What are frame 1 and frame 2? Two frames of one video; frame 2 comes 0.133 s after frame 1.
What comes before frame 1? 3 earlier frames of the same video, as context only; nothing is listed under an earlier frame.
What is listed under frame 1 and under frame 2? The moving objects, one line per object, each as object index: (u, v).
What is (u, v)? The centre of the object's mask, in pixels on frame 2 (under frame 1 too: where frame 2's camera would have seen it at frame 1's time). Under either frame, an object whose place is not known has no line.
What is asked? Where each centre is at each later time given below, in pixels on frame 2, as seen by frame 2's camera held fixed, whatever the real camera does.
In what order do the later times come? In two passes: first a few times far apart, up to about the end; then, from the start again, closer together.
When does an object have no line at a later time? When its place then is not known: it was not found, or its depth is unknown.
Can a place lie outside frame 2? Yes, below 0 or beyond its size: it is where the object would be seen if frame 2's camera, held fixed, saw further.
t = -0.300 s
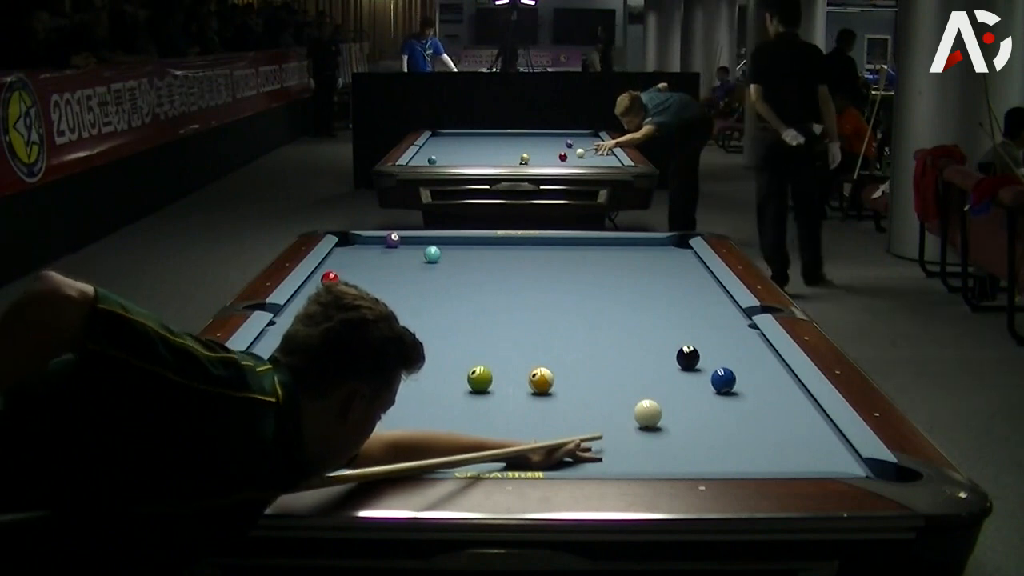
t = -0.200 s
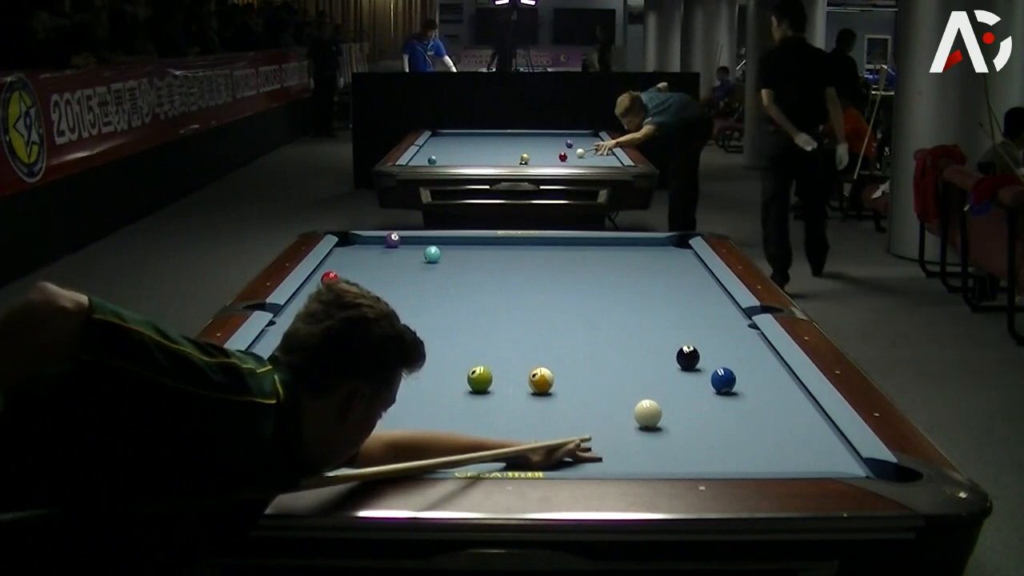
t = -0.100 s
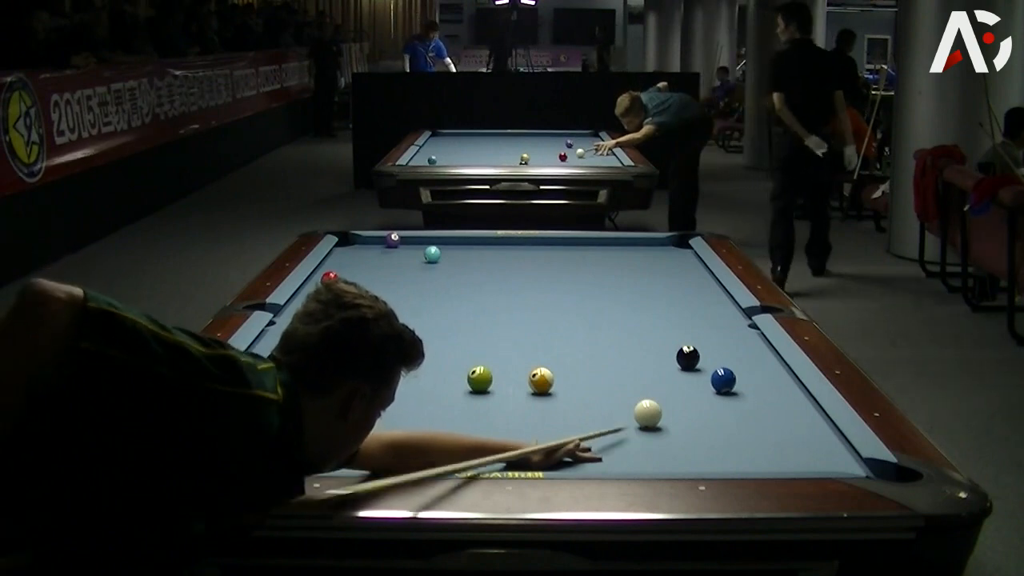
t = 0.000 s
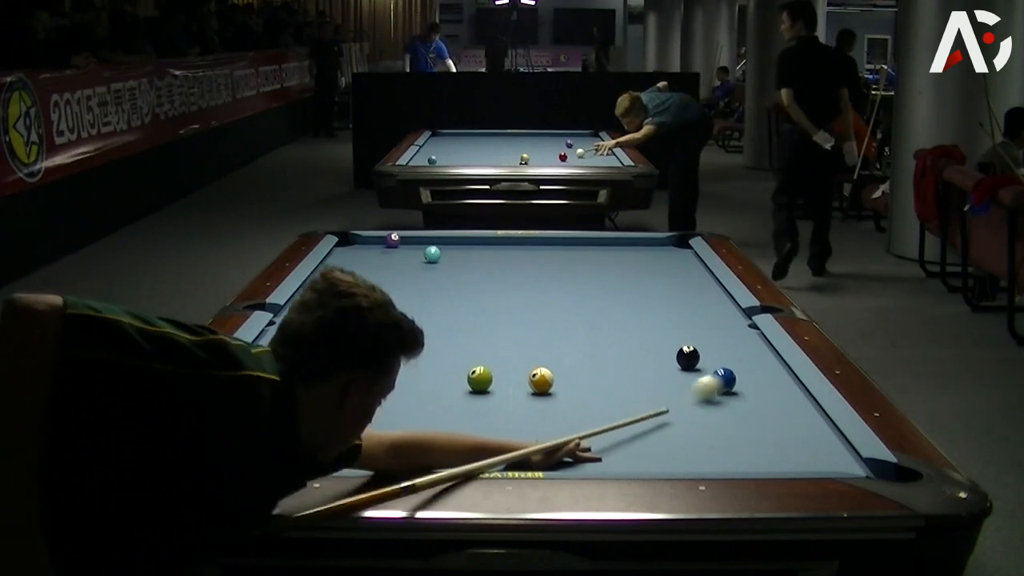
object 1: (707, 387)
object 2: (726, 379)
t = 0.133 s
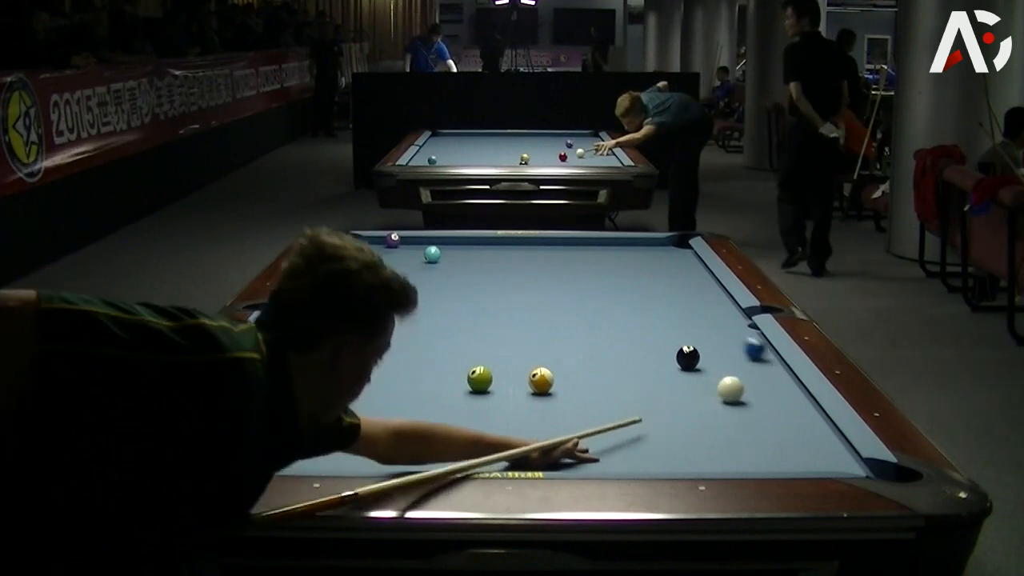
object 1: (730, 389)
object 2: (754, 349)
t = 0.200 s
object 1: (736, 391)
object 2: (719, 338)
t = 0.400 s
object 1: (747, 399)
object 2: (636, 312)
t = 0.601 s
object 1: (758, 407)
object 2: (577, 292)
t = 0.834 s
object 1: (771, 416)
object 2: (519, 272)
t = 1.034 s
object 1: (781, 424)
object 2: (476, 257)
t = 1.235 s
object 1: (792, 431)
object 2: (440, 243)
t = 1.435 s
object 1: (802, 438)
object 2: (401, 245)
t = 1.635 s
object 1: (812, 445)
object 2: (359, 251)
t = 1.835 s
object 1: (822, 451)
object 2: (341, 257)
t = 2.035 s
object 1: (830, 456)
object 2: (356, 265)
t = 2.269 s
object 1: (840, 460)
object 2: (373, 273)
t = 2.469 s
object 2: (388, 280)
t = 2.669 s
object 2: (403, 288)
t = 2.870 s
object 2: (419, 296)
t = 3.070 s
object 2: (436, 304)
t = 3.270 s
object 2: (454, 313)
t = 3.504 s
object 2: (474, 323)
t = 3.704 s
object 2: (493, 332)
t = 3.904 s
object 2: (512, 342)
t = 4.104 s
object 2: (532, 352)
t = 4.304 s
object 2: (552, 360)
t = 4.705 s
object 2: (593, 382)
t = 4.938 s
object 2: (618, 395)
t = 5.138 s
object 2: (639, 406)
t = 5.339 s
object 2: (661, 418)
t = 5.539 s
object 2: (683, 429)
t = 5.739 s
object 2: (706, 441)
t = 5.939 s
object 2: (728, 453)
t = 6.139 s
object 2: (751, 461)
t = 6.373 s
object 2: (773, 463)
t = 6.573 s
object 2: (786, 460)
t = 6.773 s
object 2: (799, 457)
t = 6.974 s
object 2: (809, 453)
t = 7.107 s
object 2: (816, 450)
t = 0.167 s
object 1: (733, 390)
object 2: (736, 343)
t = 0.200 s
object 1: (736, 391)
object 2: (719, 338)
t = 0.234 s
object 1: (737, 393)
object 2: (703, 333)
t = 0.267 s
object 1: (739, 394)
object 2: (687, 329)
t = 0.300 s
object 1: (741, 395)
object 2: (673, 324)
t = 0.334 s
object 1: (743, 397)
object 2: (660, 320)
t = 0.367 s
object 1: (745, 398)
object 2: (647, 316)
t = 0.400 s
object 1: (747, 399)
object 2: (636, 312)
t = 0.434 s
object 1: (749, 401)
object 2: (625, 309)
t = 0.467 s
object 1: (750, 402)
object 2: (614, 305)
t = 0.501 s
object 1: (752, 403)
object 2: (605, 301)
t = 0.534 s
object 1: (754, 404)
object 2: (595, 298)
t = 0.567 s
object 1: (756, 406)
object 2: (585, 295)
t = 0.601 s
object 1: (758, 407)
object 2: (577, 292)
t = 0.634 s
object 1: (760, 408)
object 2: (568, 289)
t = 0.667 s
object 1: (762, 409)
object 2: (559, 286)
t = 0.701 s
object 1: (763, 411)
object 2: (551, 283)
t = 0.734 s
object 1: (765, 412)
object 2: (543, 280)
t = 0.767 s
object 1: (767, 414)
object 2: (534, 278)
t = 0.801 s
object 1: (769, 415)
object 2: (526, 274)
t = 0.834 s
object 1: (771, 416)
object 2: (519, 272)
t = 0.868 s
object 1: (772, 417)
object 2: (511, 270)
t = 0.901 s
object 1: (774, 419)
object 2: (504, 267)
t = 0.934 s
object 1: (776, 420)
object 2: (497, 264)
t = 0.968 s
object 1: (778, 421)
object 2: (489, 262)
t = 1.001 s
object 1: (780, 423)
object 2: (483, 260)
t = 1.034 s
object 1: (781, 424)
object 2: (476, 257)
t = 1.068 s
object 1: (783, 425)
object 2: (469, 254)
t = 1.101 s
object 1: (785, 426)
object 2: (464, 252)
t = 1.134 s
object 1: (787, 428)
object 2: (457, 250)
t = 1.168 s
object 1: (788, 429)
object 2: (451, 248)
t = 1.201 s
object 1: (790, 430)
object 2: (445, 245)
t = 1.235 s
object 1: (792, 431)
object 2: (440, 243)
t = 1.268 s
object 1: (794, 432)
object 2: (434, 240)
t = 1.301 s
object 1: (795, 433)
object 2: (428, 240)
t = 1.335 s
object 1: (797, 435)
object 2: (421, 241)
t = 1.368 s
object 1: (799, 436)
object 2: (415, 243)
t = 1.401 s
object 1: (800, 437)
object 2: (407, 244)
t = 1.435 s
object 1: (802, 438)
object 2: (401, 245)
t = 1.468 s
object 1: (804, 439)
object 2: (394, 246)
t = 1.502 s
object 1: (805, 440)
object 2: (387, 247)
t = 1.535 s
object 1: (807, 441)
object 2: (380, 248)
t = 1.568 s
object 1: (808, 443)
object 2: (373, 249)
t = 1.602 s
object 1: (810, 443)
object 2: (366, 250)
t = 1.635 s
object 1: (812, 445)
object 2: (359, 251)
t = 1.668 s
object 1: (813, 446)
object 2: (353, 252)
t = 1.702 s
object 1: (815, 447)
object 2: (346, 253)
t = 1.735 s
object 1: (817, 448)
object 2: (339, 254)
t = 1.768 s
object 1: (818, 449)
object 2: (336, 256)
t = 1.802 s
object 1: (820, 450)
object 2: (339, 256)
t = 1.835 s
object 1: (822, 451)
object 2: (341, 257)
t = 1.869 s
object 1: (823, 452)
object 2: (344, 259)
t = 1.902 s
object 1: (824, 453)
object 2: (347, 260)
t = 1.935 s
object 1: (826, 454)
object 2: (349, 261)
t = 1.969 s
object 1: (827, 455)
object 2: (351, 262)
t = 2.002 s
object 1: (829, 456)
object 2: (354, 264)
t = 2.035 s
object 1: (830, 456)
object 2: (356, 265)
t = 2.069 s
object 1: (832, 457)
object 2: (359, 266)
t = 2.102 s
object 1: (833, 457)
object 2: (361, 267)
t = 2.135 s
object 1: (835, 459)
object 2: (363, 268)
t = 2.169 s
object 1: (836, 459)
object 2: (366, 269)
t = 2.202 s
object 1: (837, 460)
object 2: (368, 270)
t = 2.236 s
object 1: (839, 460)
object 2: (371, 272)
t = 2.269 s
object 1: (840, 460)
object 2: (373, 273)
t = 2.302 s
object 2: (375, 274)
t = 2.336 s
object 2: (378, 275)
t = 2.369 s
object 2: (381, 277)
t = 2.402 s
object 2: (383, 278)
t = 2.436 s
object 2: (386, 279)
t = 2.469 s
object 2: (388, 280)
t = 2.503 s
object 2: (390, 282)
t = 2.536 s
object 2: (393, 283)
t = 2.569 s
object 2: (396, 284)
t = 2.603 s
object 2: (398, 286)
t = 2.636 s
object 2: (401, 287)
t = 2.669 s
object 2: (403, 288)
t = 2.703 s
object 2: (406, 290)
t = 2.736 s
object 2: (409, 291)
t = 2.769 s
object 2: (412, 292)
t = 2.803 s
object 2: (414, 293)
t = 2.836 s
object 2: (417, 295)
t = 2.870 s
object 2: (419, 296)
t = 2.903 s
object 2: (422, 297)
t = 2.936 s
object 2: (425, 299)
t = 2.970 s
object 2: (428, 300)
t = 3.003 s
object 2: (431, 302)
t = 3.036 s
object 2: (433, 303)
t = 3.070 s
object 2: (436, 304)
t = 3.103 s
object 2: (439, 305)
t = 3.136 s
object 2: (442, 307)
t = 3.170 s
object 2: (445, 309)
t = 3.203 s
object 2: (448, 310)
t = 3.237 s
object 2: (451, 311)
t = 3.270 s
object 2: (454, 313)
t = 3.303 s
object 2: (456, 314)
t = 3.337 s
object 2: (459, 316)
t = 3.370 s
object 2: (462, 317)
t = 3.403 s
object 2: (466, 319)
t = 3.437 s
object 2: (468, 320)
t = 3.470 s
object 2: (471, 322)
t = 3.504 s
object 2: (474, 323)
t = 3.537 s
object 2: (478, 325)
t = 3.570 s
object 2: (481, 326)
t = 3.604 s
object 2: (484, 328)
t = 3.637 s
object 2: (486, 329)
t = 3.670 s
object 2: (490, 331)
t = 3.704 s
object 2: (493, 332)
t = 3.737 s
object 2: (496, 334)
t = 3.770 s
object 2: (499, 336)
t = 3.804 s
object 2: (502, 337)
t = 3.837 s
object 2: (505, 339)
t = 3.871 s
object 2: (509, 340)
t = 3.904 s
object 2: (512, 342)
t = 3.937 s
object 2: (515, 343)
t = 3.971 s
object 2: (519, 345)
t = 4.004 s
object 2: (522, 347)
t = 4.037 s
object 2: (525, 348)
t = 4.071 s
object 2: (528, 350)
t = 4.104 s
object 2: (532, 352)
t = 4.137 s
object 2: (535, 353)
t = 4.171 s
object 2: (538, 354)
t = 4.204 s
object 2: (542, 355)
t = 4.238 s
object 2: (545, 357)
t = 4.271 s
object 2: (549, 358)
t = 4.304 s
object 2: (552, 360)
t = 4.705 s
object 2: (593, 382)
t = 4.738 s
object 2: (597, 384)
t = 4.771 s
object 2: (600, 386)
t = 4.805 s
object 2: (604, 387)
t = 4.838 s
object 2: (607, 389)
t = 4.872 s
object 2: (611, 391)
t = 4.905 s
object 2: (614, 393)
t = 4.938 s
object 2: (618, 395)
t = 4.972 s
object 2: (621, 397)
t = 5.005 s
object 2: (625, 399)
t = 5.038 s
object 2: (628, 401)
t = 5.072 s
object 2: (632, 403)
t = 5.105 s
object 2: (636, 405)
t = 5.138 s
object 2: (639, 406)
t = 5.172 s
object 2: (643, 408)
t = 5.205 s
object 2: (646, 410)
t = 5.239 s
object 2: (650, 412)
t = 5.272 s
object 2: (654, 414)
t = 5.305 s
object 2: (657, 416)
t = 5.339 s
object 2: (661, 418)
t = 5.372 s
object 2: (665, 420)
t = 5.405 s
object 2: (668, 421)
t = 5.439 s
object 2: (672, 424)
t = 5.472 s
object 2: (676, 425)
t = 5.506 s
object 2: (679, 427)
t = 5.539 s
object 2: (683, 429)
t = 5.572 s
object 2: (687, 431)
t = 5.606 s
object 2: (691, 433)
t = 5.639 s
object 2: (694, 435)
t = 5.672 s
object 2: (698, 437)
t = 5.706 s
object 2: (702, 439)
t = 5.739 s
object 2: (706, 441)
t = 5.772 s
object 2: (709, 443)
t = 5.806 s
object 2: (713, 445)
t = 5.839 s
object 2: (717, 447)
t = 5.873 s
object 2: (721, 449)
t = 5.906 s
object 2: (724, 451)
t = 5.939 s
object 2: (728, 453)
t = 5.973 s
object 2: (732, 455)
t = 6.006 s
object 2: (736, 456)
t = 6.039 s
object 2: (740, 457)
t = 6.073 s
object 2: (744, 458)
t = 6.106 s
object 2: (748, 460)
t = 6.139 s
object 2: (751, 461)
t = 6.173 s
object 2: (755, 462)
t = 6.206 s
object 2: (759, 463)
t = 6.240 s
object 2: (764, 464)
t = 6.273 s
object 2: (767, 465)
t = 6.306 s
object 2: (769, 464)
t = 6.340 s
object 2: (771, 464)
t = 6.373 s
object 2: (773, 463)
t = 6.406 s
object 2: (776, 463)
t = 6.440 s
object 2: (778, 462)
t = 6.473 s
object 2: (780, 461)
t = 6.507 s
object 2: (782, 461)
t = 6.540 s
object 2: (784, 460)
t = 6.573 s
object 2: (786, 460)
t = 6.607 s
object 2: (788, 459)
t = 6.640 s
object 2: (791, 459)
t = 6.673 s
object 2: (793, 458)
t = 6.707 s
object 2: (795, 458)
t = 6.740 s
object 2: (796, 457)
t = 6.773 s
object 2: (799, 457)
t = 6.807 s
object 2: (801, 456)
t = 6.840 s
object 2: (802, 455)
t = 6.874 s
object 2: (804, 455)
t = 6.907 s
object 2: (806, 454)
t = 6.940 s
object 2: (808, 454)
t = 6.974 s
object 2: (809, 453)
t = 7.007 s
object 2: (811, 452)
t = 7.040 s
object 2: (813, 452)
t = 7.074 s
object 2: (814, 451)
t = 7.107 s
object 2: (816, 450)
